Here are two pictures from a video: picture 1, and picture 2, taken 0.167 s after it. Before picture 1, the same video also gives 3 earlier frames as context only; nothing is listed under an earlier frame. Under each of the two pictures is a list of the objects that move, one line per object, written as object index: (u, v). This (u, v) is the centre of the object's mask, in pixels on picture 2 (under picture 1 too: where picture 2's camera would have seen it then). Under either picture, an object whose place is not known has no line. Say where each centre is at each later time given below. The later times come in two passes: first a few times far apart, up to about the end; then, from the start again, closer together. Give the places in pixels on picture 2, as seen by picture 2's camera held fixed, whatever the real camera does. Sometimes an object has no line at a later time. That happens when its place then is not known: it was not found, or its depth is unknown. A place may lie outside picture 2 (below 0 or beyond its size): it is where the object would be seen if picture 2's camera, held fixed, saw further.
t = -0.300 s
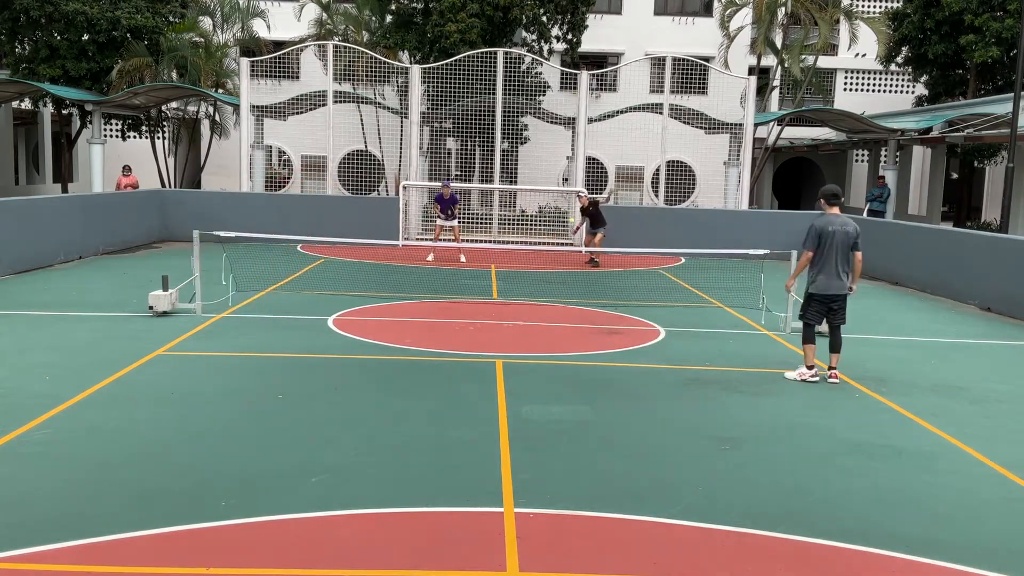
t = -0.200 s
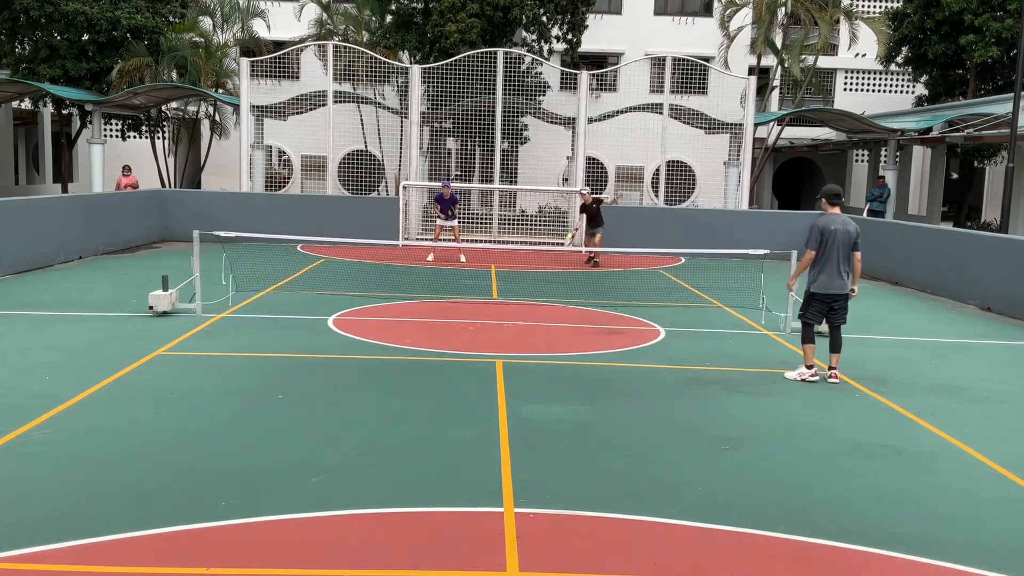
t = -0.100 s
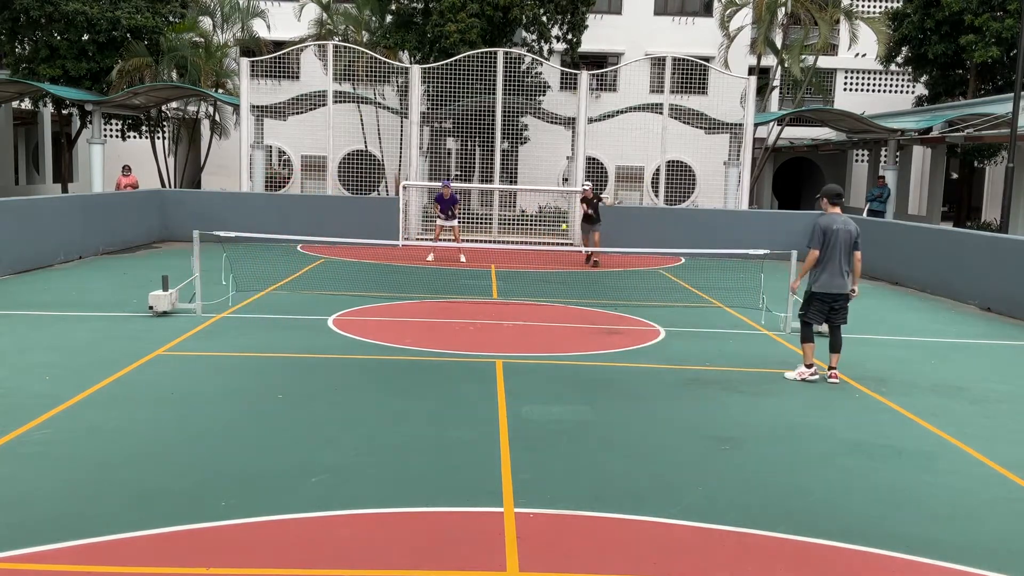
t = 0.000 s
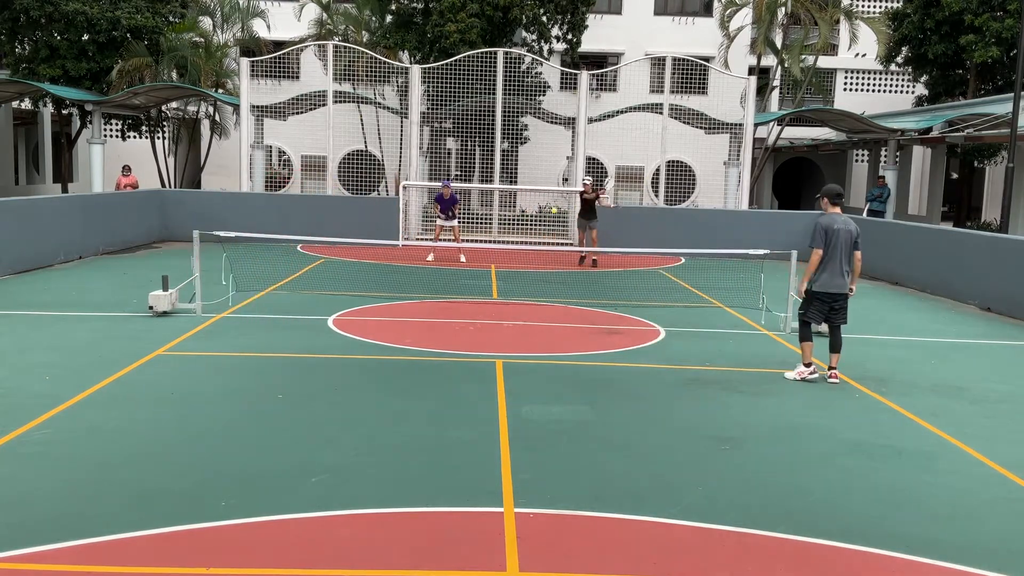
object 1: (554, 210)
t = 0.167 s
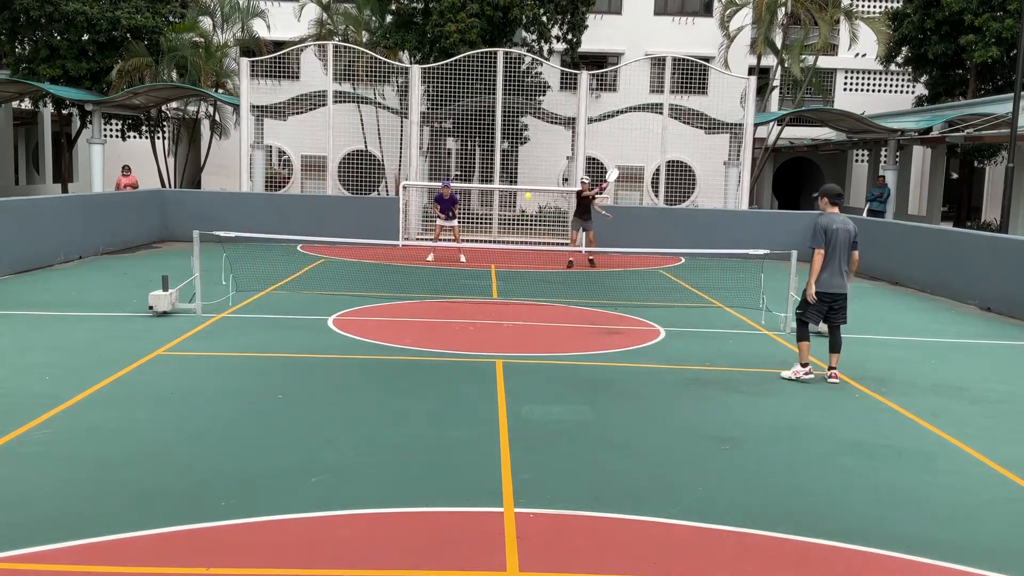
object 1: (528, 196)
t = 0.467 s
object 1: (432, 246)
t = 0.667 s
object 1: (303, 391)
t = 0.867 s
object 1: (108, 452)
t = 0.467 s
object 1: (432, 246)
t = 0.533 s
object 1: (398, 280)
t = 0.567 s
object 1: (377, 301)
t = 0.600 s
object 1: (355, 327)
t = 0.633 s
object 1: (331, 357)
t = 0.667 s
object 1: (303, 391)
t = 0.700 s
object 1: (272, 431)
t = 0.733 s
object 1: (238, 474)
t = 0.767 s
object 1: (210, 466)
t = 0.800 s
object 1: (179, 459)
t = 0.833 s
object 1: (145, 454)
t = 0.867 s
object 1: (108, 452)
